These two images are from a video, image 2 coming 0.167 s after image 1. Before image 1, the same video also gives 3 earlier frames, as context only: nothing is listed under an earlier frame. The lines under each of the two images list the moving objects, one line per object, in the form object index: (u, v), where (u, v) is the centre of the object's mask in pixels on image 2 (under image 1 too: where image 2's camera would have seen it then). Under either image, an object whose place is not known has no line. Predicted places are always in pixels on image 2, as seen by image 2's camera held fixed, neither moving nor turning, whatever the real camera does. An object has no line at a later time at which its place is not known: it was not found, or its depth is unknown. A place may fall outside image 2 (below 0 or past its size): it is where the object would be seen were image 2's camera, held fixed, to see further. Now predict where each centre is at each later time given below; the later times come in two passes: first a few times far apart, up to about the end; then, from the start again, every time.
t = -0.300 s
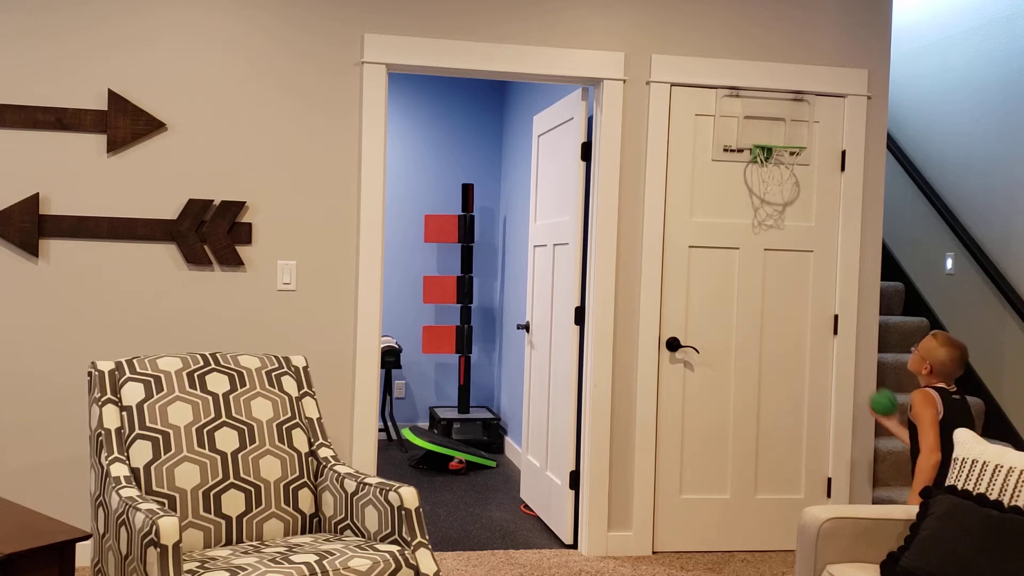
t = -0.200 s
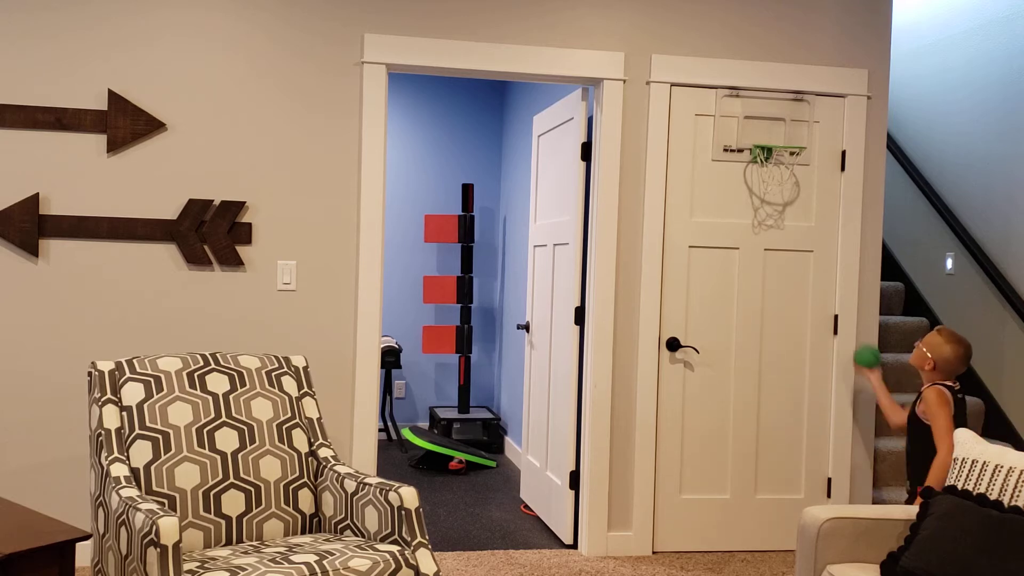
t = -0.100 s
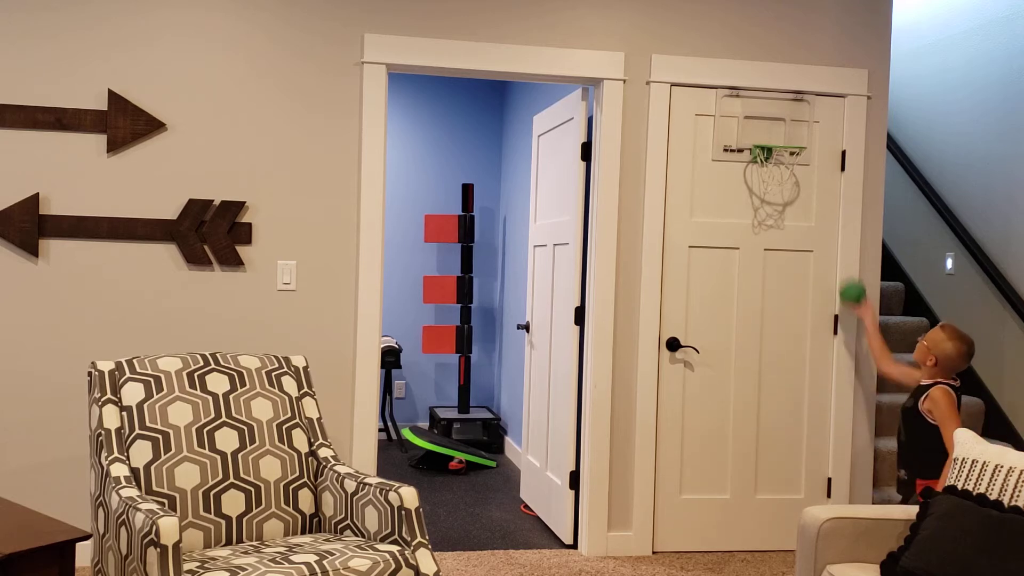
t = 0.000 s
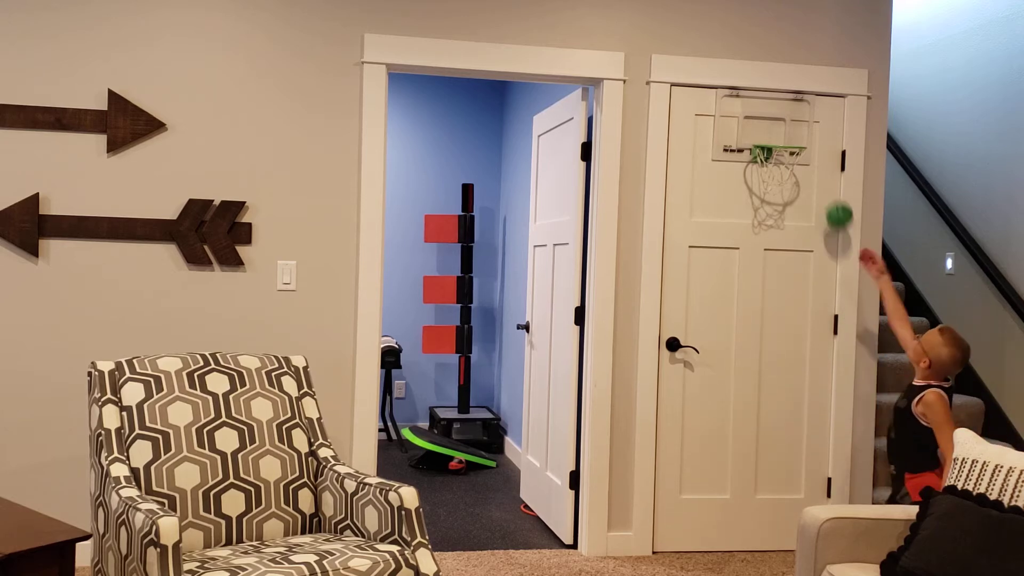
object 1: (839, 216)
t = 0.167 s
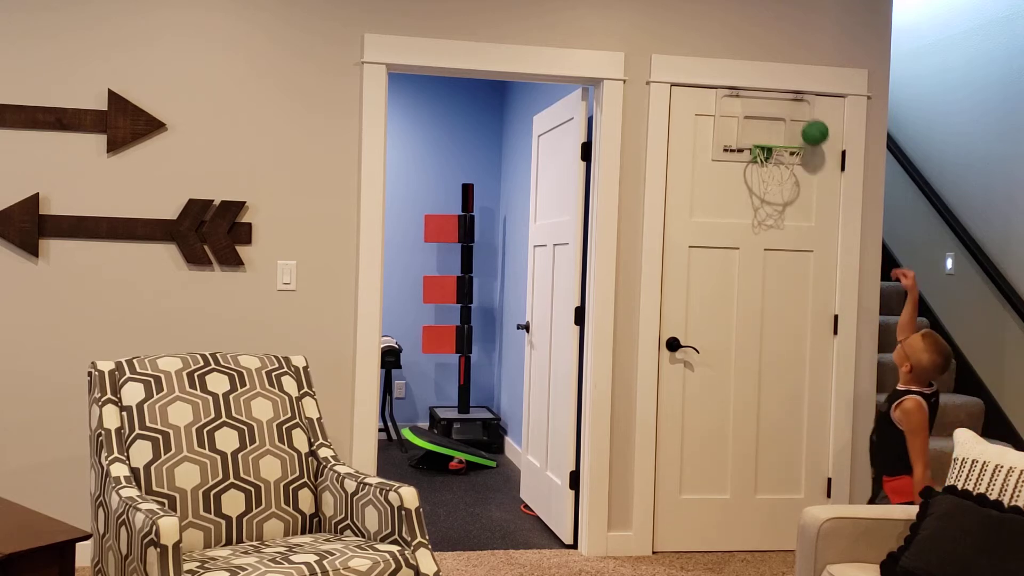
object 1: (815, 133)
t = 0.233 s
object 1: (804, 118)
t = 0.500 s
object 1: (772, 137)
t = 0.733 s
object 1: (785, 187)
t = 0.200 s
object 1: (809, 124)
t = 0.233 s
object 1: (804, 118)
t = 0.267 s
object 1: (799, 113)
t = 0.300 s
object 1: (794, 112)
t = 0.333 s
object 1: (789, 112)
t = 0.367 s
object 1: (782, 116)
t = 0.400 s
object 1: (777, 122)
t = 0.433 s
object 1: (771, 130)
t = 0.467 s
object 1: (766, 136)
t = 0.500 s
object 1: (772, 137)
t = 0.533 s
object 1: (779, 139)
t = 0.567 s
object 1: (785, 152)
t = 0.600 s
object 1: (789, 160)
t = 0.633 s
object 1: (790, 166)
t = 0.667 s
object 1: (790, 173)
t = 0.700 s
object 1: (787, 179)
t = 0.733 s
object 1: (785, 187)
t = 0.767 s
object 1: (782, 197)
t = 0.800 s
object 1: (780, 209)
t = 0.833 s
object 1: (777, 223)
